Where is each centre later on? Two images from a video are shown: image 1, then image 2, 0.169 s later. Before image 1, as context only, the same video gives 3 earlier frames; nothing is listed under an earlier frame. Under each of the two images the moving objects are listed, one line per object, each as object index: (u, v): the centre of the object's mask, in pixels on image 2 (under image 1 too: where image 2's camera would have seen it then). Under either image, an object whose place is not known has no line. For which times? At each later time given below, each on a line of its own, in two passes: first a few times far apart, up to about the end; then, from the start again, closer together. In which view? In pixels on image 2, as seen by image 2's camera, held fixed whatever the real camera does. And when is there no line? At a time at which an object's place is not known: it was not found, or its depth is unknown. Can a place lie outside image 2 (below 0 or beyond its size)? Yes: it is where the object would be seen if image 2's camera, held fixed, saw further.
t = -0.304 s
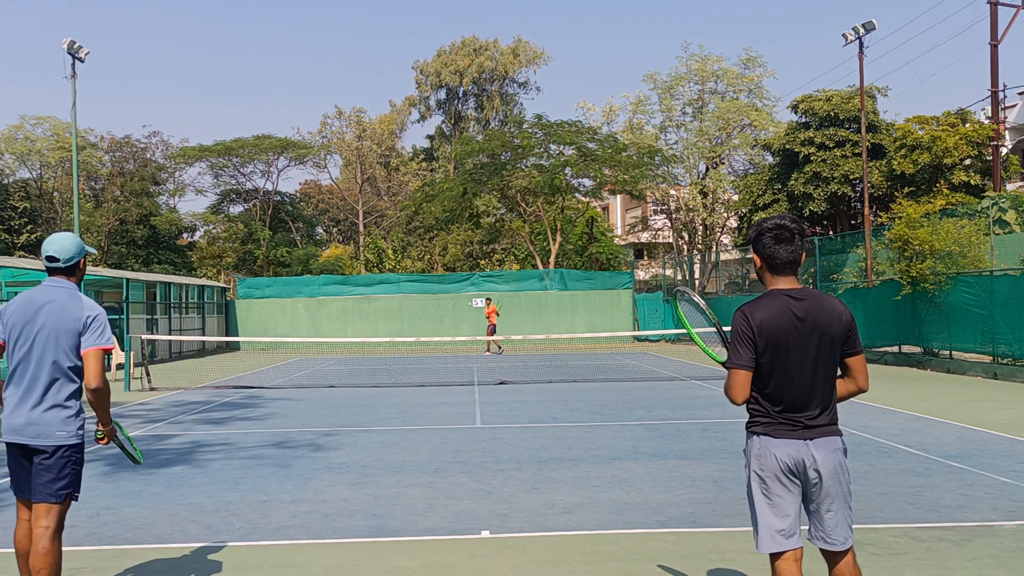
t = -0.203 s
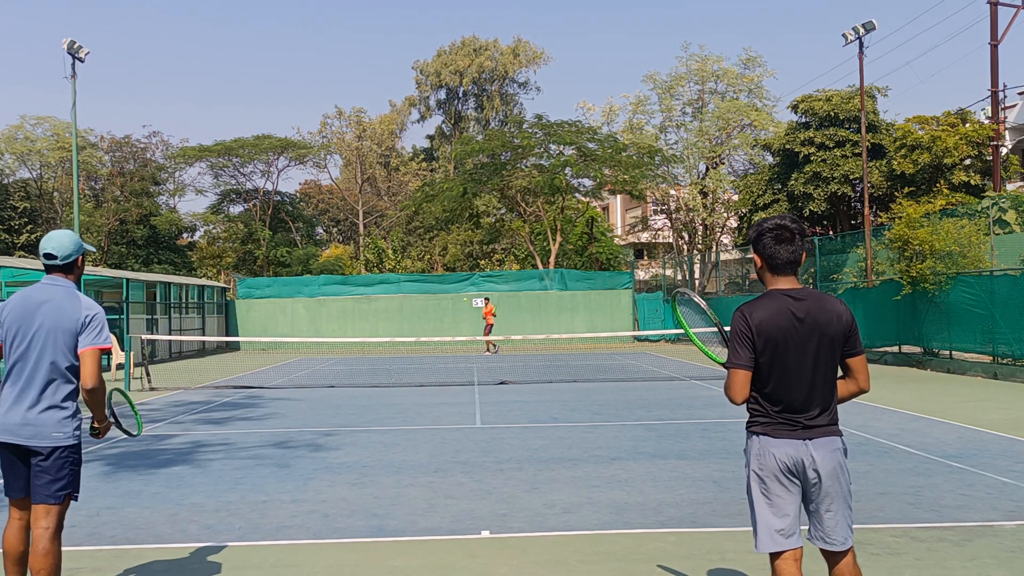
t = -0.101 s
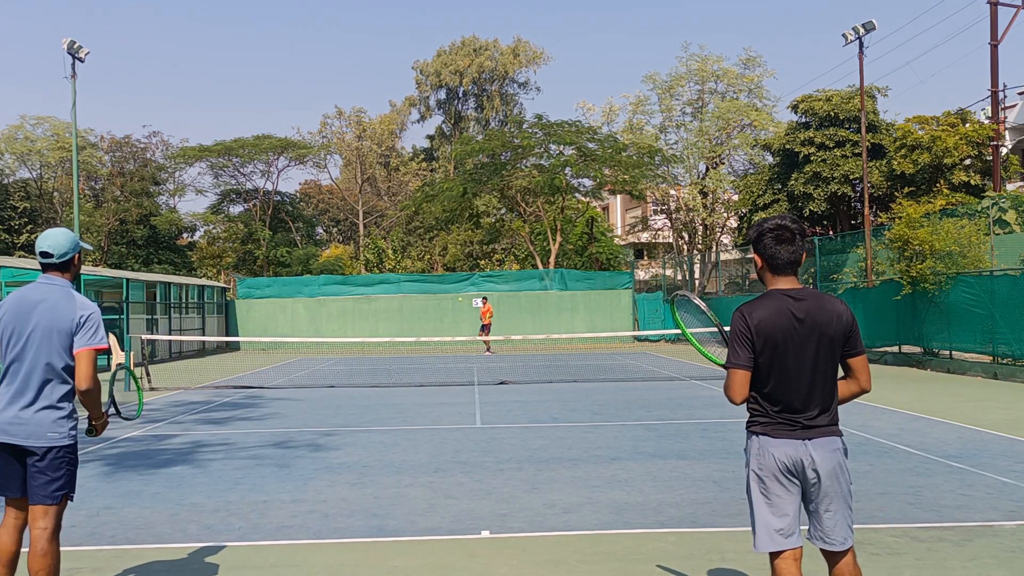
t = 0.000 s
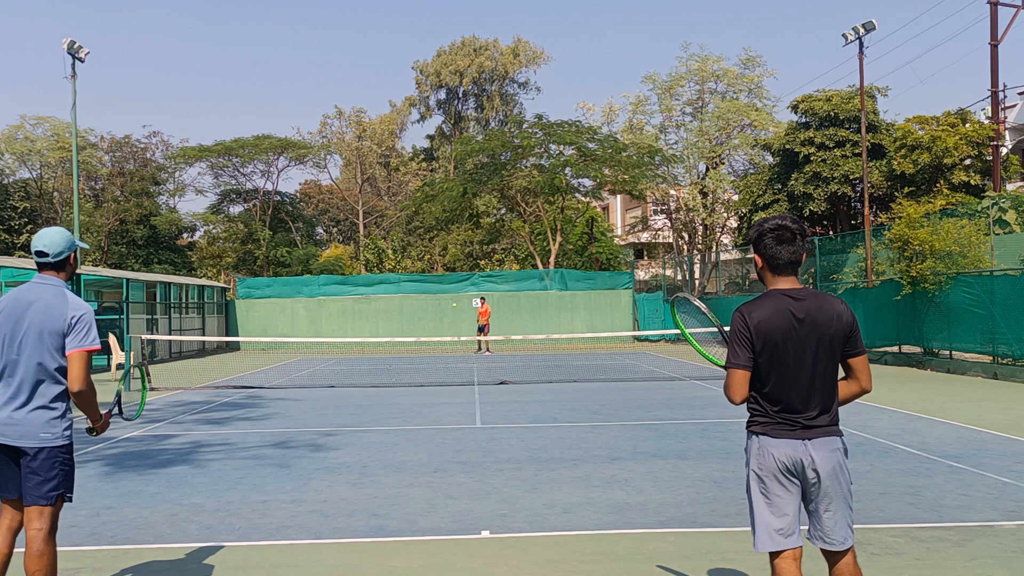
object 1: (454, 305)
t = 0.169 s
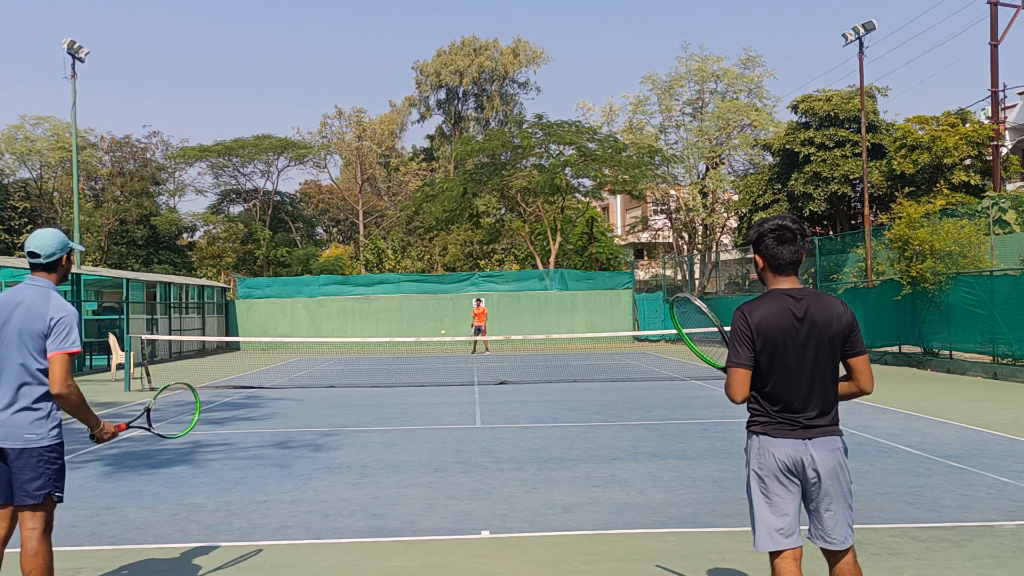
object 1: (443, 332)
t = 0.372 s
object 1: (424, 412)
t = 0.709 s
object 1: (381, 367)
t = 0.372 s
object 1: (424, 412)
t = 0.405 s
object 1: (421, 431)
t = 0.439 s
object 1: (417, 422)
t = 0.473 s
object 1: (413, 412)
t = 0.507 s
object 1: (410, 403)
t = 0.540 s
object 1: (405, 395)
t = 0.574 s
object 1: (401, 387)
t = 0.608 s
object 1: (396, 380)
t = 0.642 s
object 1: (392, 375)
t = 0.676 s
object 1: (386, 370)
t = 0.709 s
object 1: (381, 367)
